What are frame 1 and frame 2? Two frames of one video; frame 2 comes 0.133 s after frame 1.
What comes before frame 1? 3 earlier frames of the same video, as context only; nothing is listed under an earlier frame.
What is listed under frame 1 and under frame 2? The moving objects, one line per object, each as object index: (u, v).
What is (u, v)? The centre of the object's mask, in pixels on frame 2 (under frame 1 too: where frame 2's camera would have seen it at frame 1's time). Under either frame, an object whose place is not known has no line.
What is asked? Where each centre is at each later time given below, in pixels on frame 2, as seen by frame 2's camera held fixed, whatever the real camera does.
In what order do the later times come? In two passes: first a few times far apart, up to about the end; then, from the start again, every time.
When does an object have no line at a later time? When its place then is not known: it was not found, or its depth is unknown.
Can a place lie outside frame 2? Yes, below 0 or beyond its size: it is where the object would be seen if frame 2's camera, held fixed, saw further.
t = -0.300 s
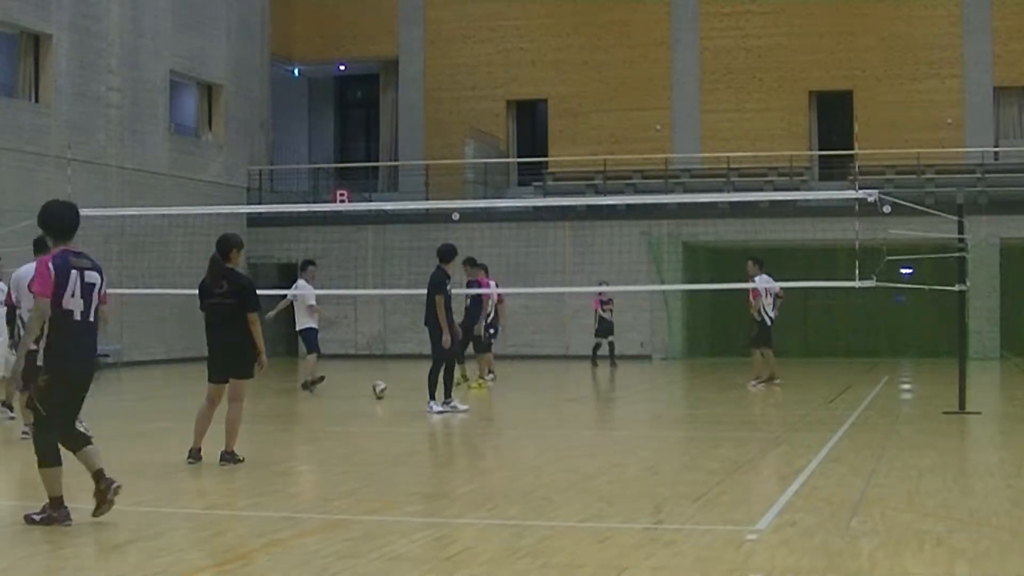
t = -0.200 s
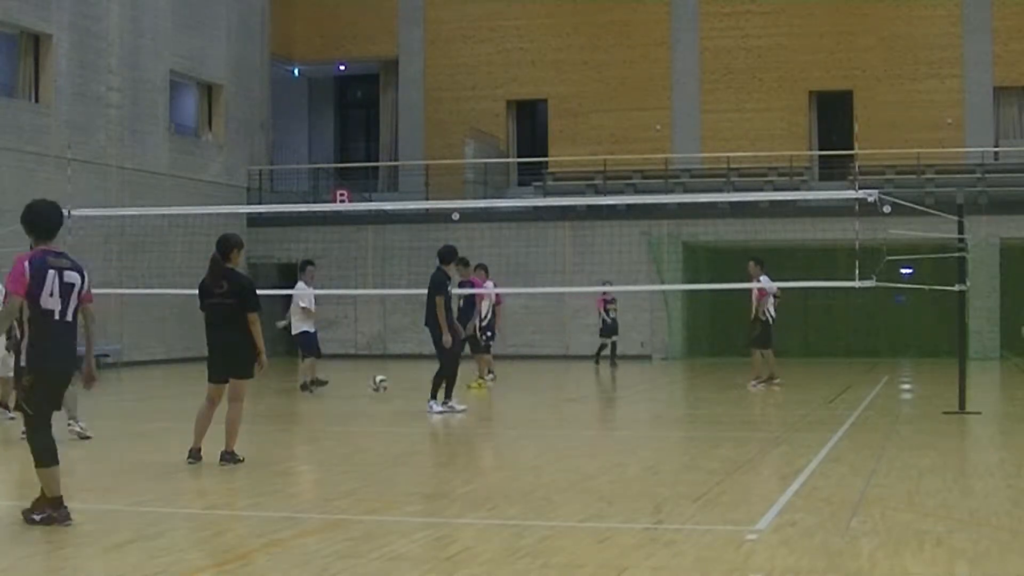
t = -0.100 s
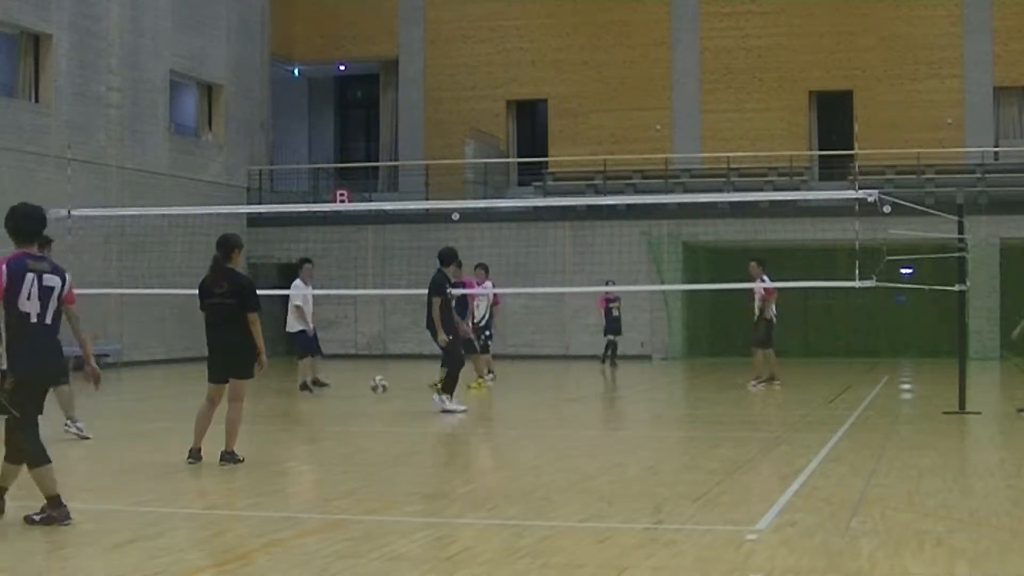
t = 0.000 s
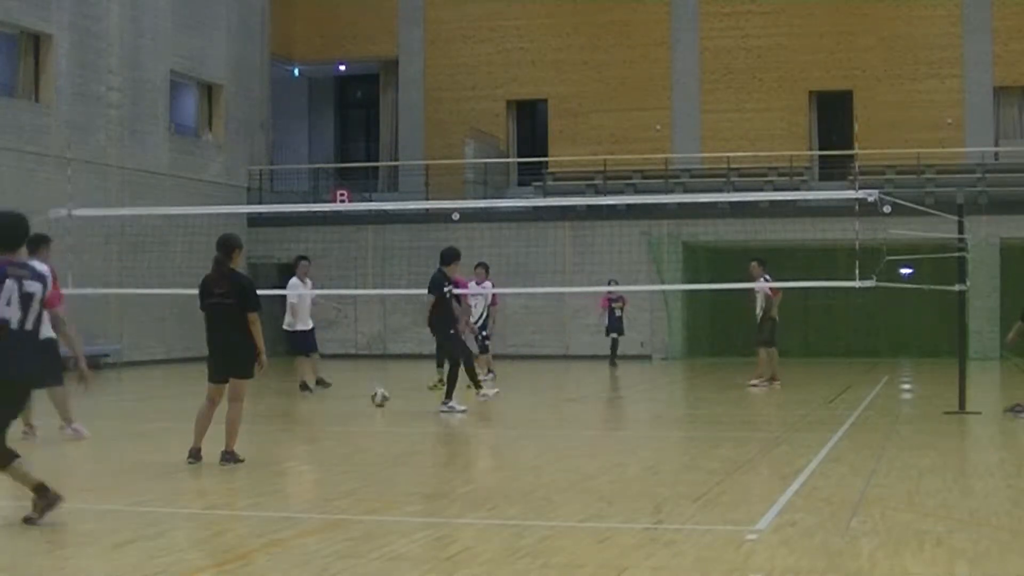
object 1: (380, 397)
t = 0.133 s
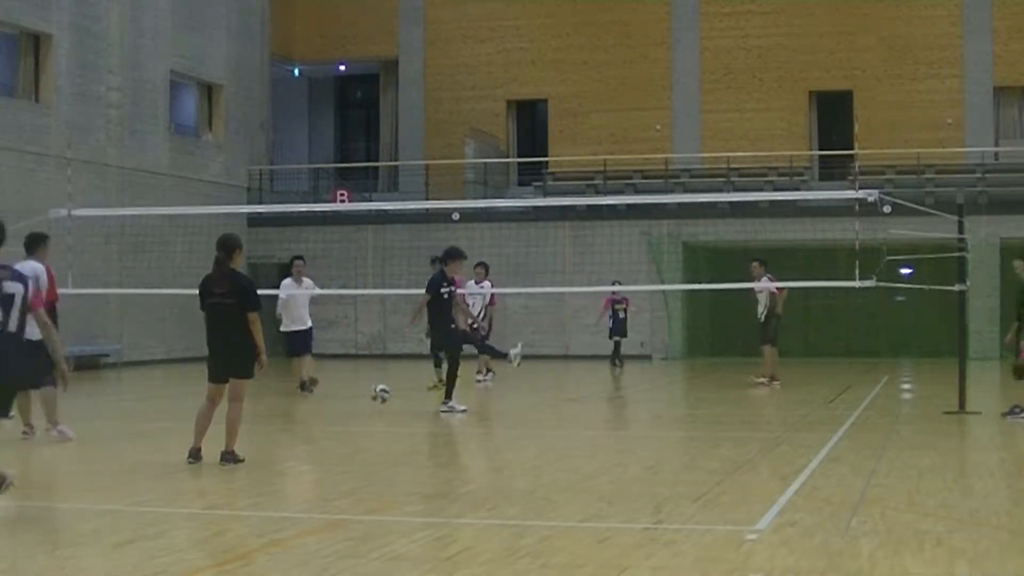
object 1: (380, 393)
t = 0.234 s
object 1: (380, 402)
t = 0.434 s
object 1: (383, 402)
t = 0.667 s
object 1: (386, 410)
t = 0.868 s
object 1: (388, 418)
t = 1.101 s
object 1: (391, 433)
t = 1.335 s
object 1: (396, 445)
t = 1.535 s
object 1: (400, 456)
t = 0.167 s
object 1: (381, 394)
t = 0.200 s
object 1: (380, 398)
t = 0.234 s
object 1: (380, 402)
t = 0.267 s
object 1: (381, 403)
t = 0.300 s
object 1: (382, 401)
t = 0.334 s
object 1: (382, 399)
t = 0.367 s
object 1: (381, 400)
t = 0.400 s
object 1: (382, 399)
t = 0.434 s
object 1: (383, 402)
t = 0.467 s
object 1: (382, 408)
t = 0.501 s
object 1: (382, 413)
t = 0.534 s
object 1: (384, 410)
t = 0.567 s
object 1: (384, 409)
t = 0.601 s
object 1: (384, 407)
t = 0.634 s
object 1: (385, 409)
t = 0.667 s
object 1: (386, 410)
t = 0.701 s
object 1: (386, 414)
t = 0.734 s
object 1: (386, 417)
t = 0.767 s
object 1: (387, 421)
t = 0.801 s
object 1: (387, 418)
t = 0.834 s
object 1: (388, 418)
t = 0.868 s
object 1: (388, 418)
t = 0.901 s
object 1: (389, 420)
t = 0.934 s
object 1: (389, 423)
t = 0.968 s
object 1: (390, 428)
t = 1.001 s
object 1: (391, 431)
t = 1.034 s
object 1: (391, 430)
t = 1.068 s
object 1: (391, 431)
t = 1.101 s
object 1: (391, 433)
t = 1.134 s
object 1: (392, 437)
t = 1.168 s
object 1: (393, 438)
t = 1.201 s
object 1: (394, 438)
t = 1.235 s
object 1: (394, 439)
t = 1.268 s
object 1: (394, 443)
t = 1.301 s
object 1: (395, 447)
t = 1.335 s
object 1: (396, 445)
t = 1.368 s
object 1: (396, 444)
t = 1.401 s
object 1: (396, 446)
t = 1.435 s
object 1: (398, 451)
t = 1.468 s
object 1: (400, 456)
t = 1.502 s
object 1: (400, 457)
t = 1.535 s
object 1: (400, 456)
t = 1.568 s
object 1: (401, 458)
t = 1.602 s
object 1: (402, 462)
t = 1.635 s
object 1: (402, 466)
